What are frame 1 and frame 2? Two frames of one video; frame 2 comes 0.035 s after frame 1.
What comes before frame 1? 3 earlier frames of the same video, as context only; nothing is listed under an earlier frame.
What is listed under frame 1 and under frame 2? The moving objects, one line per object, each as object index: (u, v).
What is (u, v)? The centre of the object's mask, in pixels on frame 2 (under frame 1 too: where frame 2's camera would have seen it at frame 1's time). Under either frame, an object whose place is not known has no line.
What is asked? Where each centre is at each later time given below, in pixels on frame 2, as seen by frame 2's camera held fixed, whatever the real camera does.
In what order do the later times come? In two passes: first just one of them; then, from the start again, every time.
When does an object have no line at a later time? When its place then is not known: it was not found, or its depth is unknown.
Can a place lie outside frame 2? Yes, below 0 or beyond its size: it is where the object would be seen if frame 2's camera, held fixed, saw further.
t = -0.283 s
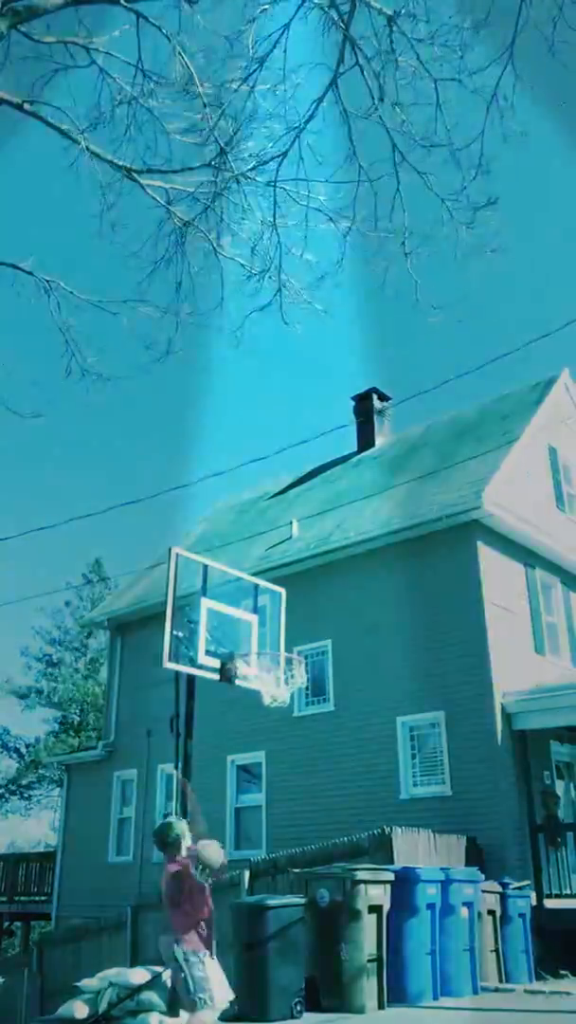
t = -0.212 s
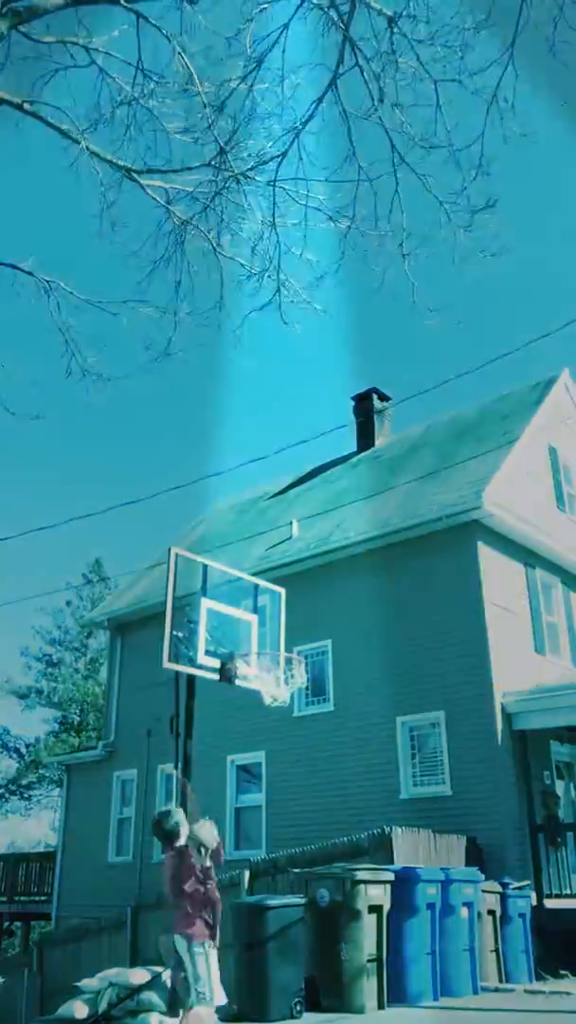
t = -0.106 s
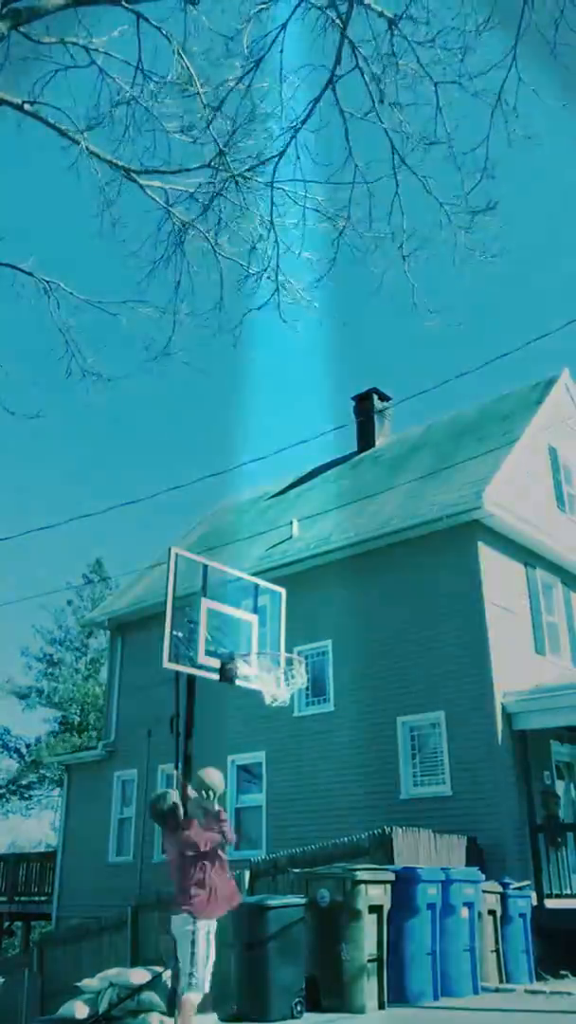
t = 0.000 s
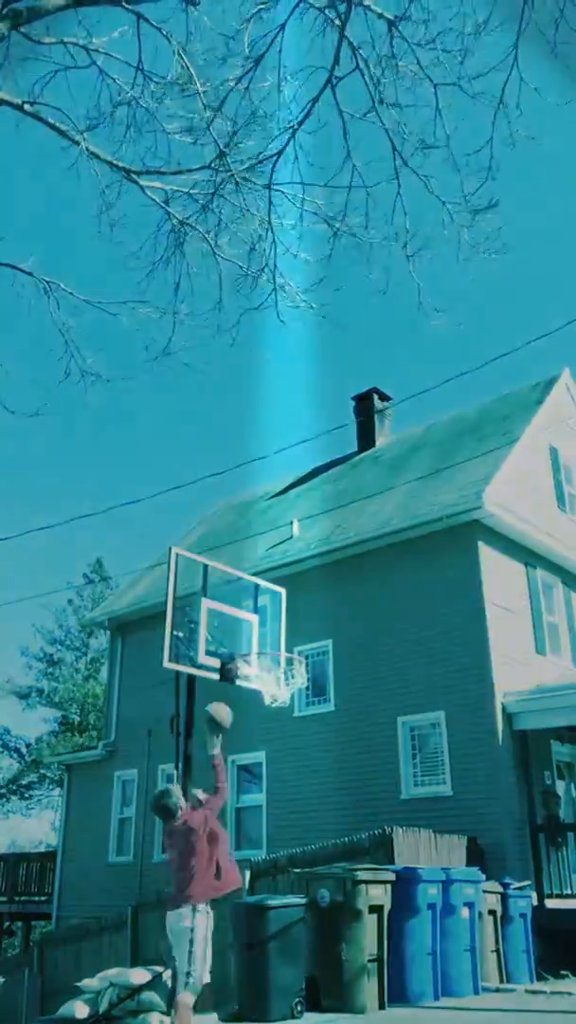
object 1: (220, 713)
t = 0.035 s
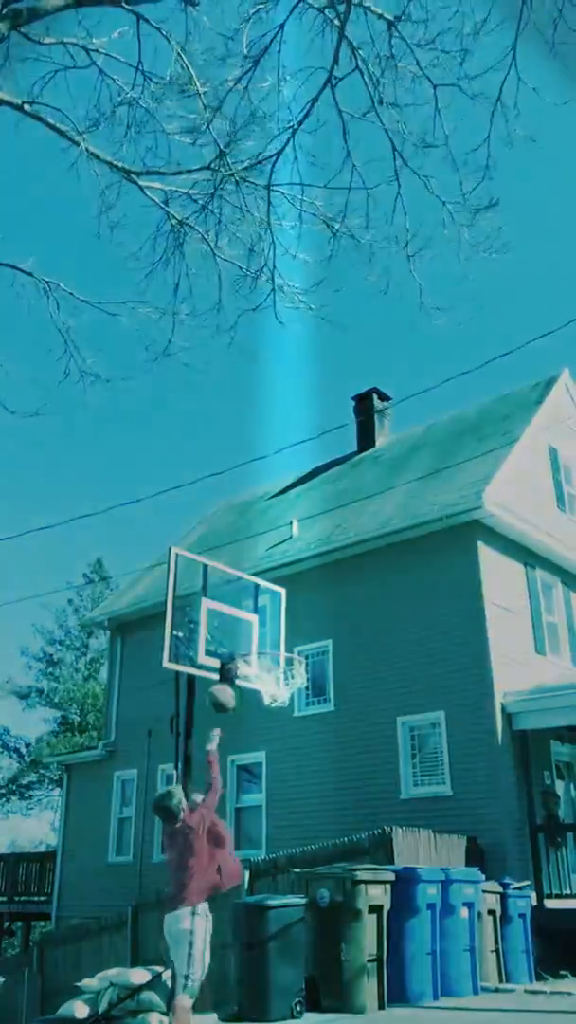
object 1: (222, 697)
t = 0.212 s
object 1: (239, 639)
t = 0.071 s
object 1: (225, 682)
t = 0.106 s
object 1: (230, 668)
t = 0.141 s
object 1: (235, 654)
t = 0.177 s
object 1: (237, 644)
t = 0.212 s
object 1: (239, 639)
